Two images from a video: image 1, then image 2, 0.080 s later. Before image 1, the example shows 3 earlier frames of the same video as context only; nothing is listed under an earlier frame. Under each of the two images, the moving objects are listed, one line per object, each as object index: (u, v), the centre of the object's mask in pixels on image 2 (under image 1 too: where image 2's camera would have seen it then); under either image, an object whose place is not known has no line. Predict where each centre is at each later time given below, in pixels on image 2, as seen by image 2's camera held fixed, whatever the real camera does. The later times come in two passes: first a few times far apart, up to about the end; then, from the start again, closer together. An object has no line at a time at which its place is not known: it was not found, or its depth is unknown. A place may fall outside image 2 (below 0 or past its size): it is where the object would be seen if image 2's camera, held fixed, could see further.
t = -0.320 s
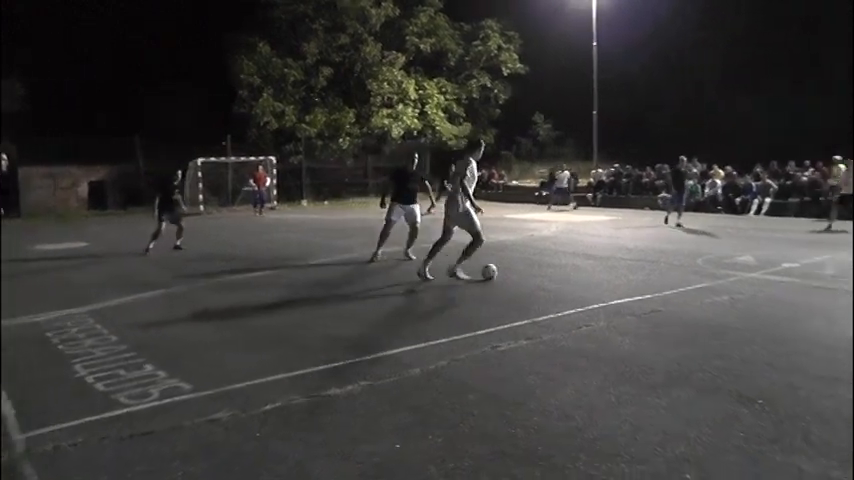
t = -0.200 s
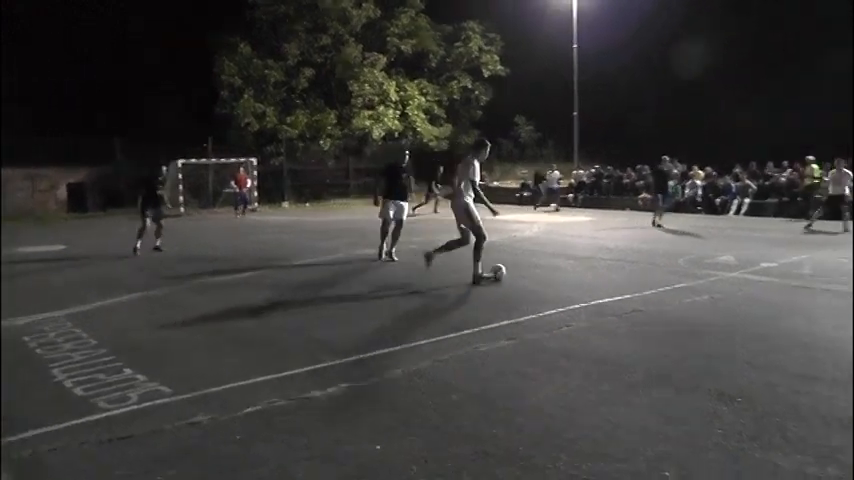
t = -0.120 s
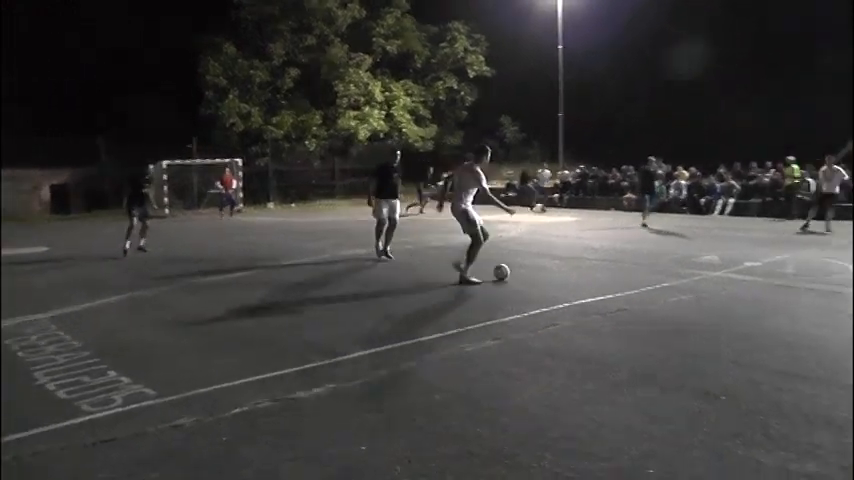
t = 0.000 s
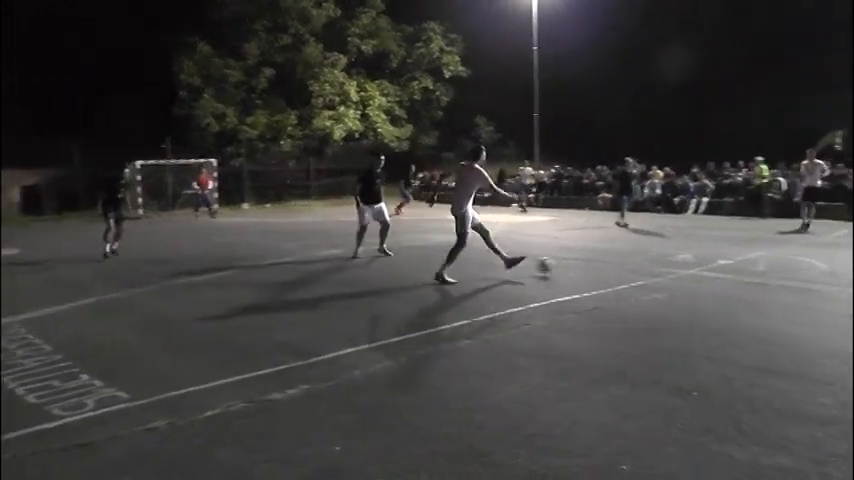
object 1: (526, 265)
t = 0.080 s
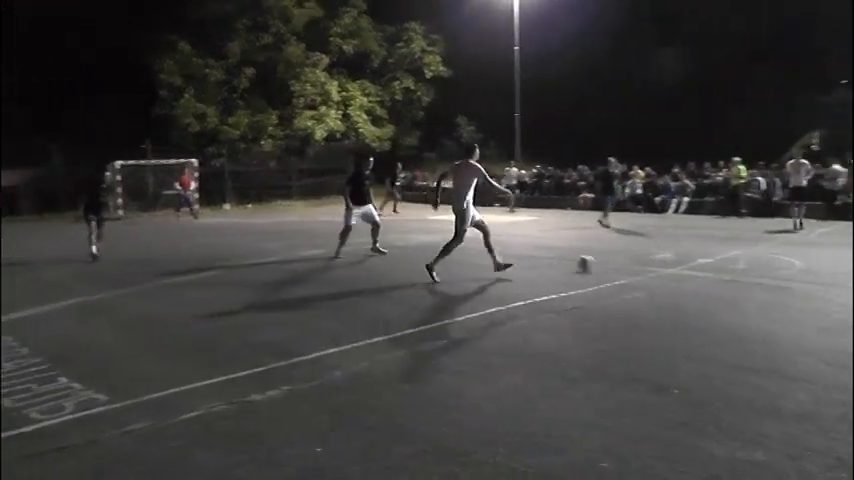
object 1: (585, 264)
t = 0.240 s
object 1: (676, 257)
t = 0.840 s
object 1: (864, 236)
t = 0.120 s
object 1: (611, 262)
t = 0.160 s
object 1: (633, 258)
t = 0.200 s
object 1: (655, 258)
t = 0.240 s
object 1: (676, 257)
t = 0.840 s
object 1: (864, 236)
